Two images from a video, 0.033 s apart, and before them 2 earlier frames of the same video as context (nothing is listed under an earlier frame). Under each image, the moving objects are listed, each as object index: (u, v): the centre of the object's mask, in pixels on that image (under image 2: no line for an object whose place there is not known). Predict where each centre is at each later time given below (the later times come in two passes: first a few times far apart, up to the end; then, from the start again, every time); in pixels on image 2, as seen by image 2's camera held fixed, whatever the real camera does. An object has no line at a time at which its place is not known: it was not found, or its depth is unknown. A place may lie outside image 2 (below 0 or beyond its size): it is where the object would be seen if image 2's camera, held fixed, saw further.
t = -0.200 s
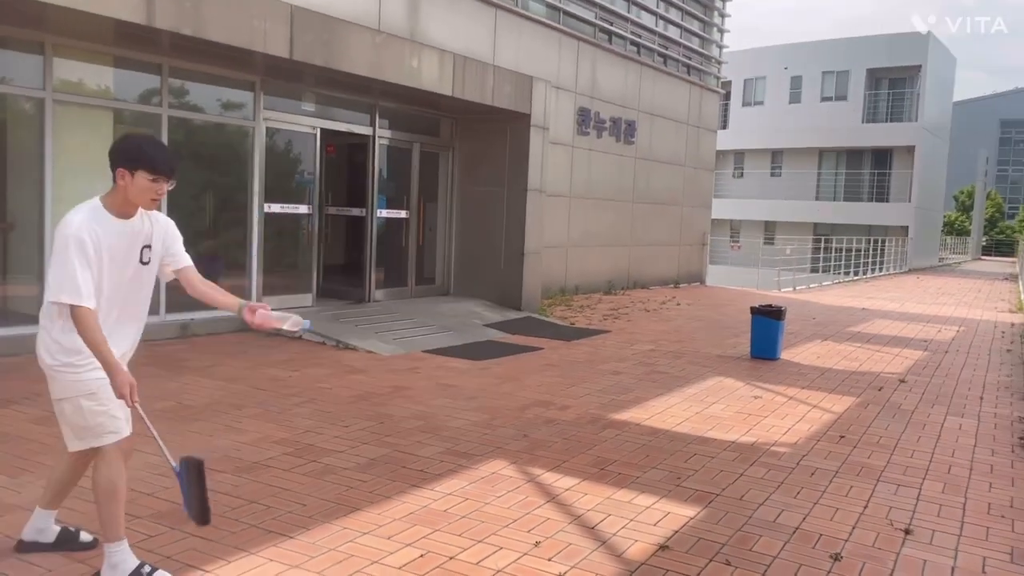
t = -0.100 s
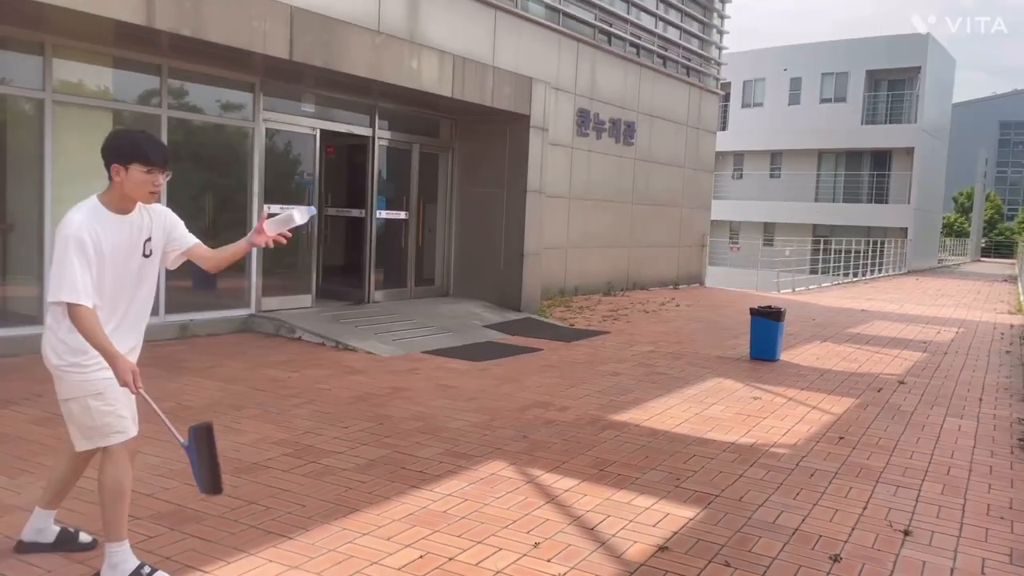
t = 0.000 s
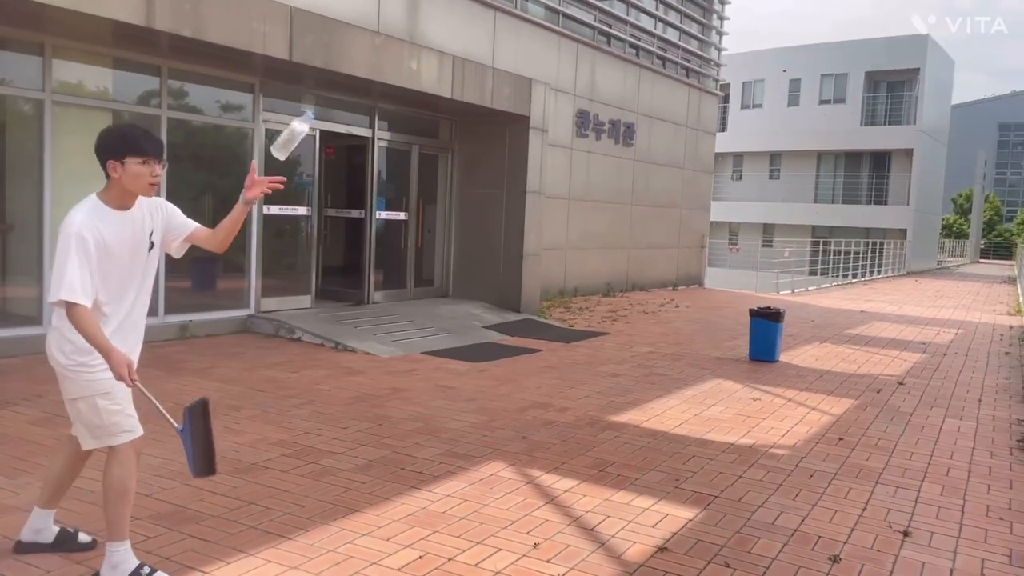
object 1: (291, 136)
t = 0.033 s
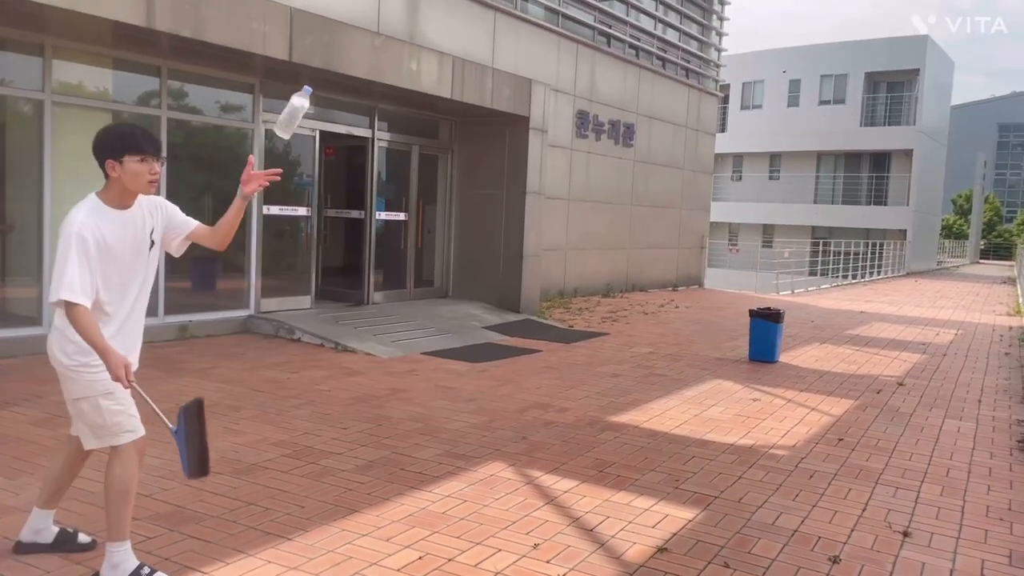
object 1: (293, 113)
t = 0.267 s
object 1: (296, 26)
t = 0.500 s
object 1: (291, 87)
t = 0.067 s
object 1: (294, 92)
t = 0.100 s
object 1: (295, 74)
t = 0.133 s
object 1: (296, 57)
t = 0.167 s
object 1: (296, 44)
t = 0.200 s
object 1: (296, 35)
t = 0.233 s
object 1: (296, 29)
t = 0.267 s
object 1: (296, 26)
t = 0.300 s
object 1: (296, 26)
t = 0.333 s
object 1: (295, 27)
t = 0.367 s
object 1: (294, 30)
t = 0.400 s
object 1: (293, 40)
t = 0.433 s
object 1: (292, 53)
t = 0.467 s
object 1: (292, 68)
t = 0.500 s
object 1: (291, 87)
